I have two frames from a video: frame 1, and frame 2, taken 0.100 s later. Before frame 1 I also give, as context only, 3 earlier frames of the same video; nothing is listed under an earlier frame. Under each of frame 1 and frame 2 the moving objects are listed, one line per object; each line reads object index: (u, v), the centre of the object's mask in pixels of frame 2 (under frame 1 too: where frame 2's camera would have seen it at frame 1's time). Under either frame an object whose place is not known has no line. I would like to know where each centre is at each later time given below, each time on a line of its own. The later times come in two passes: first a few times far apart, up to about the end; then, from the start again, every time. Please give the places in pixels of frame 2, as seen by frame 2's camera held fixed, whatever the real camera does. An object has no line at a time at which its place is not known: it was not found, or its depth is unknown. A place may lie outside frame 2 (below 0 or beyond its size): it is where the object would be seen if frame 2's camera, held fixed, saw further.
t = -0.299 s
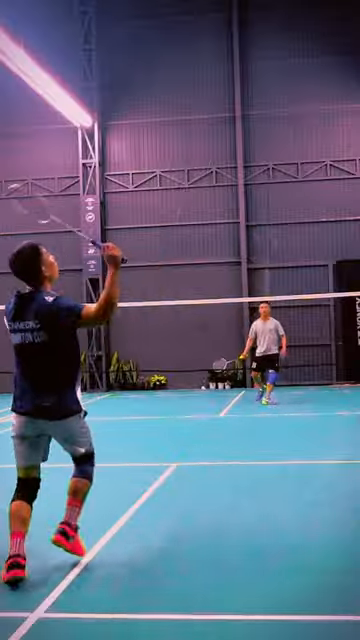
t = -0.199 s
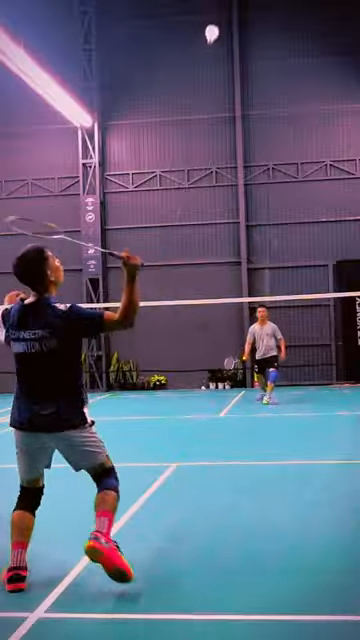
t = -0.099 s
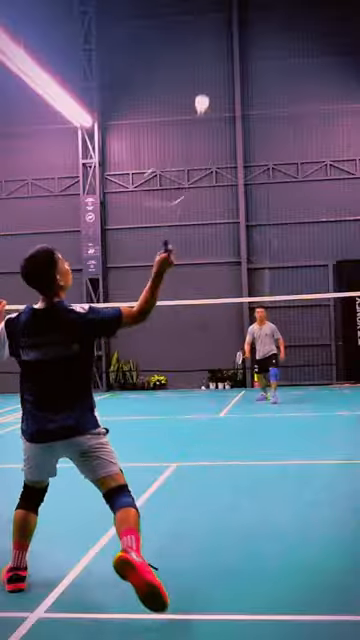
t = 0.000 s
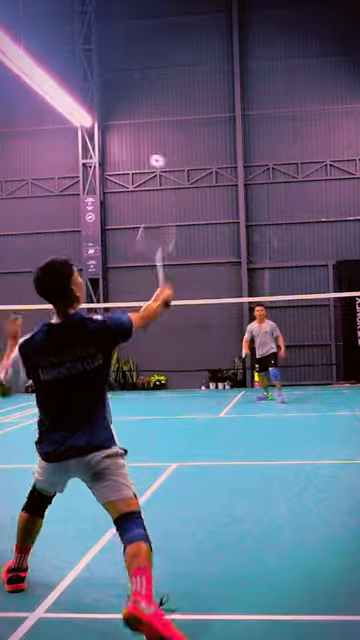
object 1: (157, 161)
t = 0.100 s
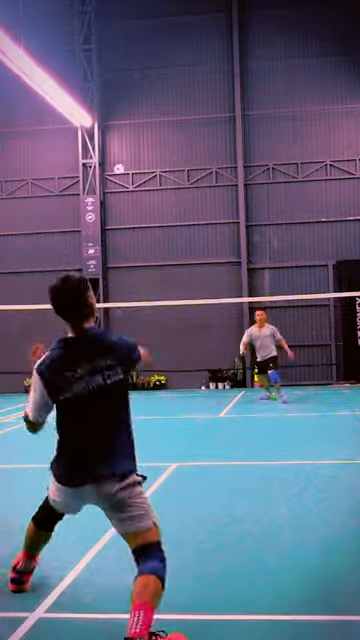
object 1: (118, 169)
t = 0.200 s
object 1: (100, 180)
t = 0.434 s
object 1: (82, 224)
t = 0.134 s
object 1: (110, 172)
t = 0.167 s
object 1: (104, 176)
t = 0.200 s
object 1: (100, 180)
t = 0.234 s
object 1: (96, 185)
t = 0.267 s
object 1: (93, 191)
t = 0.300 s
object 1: (90, 197)
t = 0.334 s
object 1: (88, 203)
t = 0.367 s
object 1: (86, 210)
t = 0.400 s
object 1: (83, 217)
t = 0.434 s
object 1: (82, 224)
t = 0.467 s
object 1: (80, 231)
